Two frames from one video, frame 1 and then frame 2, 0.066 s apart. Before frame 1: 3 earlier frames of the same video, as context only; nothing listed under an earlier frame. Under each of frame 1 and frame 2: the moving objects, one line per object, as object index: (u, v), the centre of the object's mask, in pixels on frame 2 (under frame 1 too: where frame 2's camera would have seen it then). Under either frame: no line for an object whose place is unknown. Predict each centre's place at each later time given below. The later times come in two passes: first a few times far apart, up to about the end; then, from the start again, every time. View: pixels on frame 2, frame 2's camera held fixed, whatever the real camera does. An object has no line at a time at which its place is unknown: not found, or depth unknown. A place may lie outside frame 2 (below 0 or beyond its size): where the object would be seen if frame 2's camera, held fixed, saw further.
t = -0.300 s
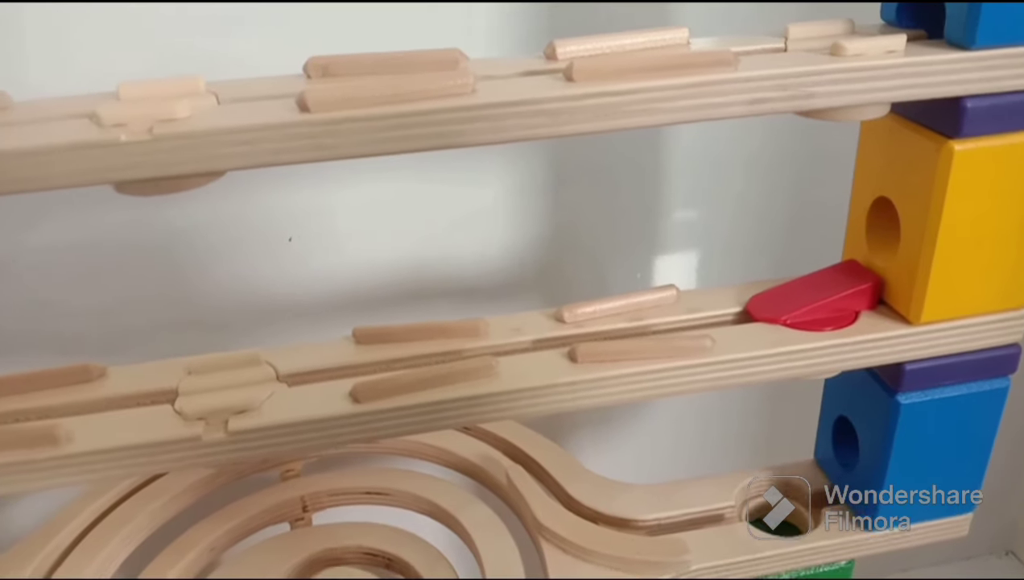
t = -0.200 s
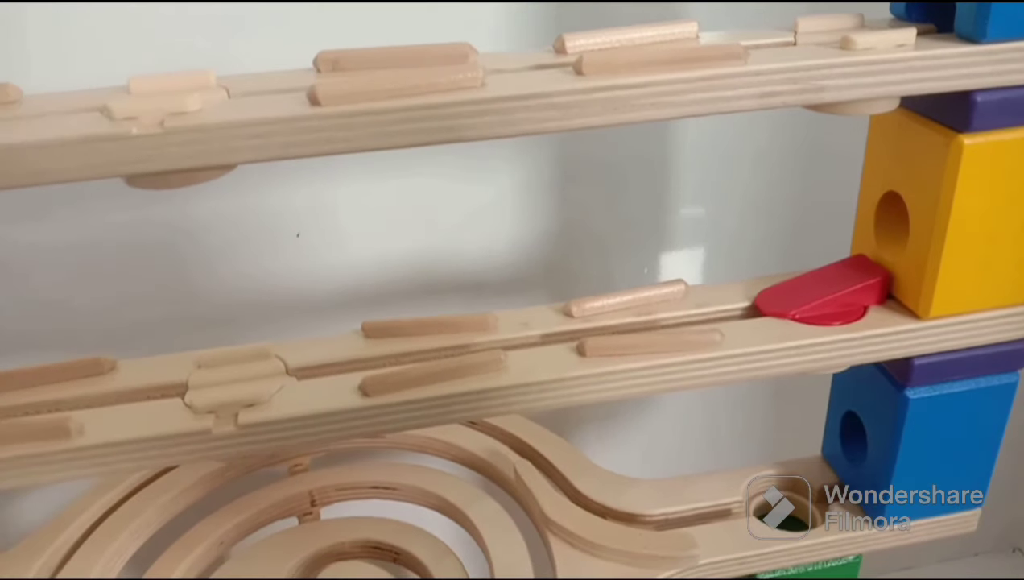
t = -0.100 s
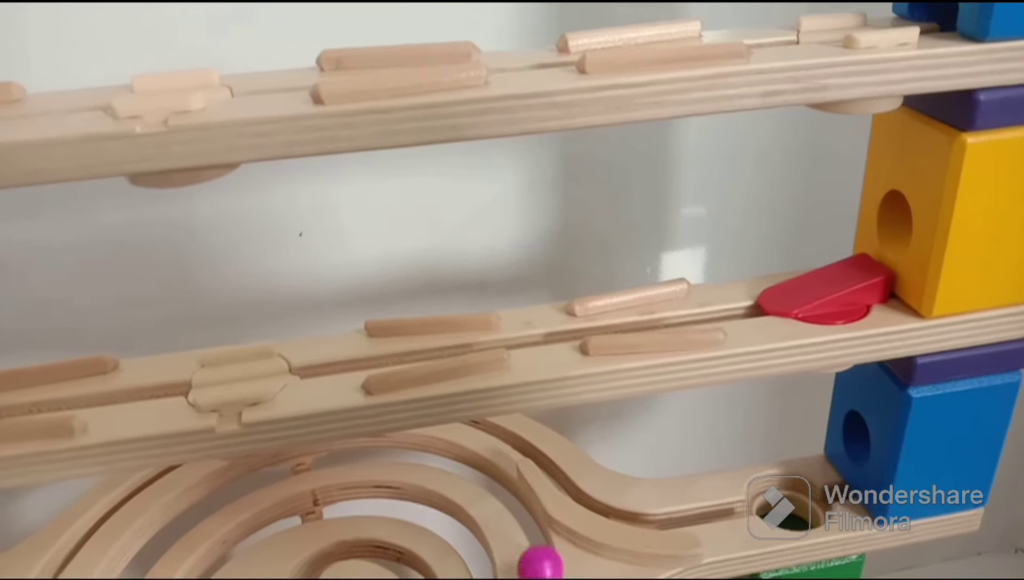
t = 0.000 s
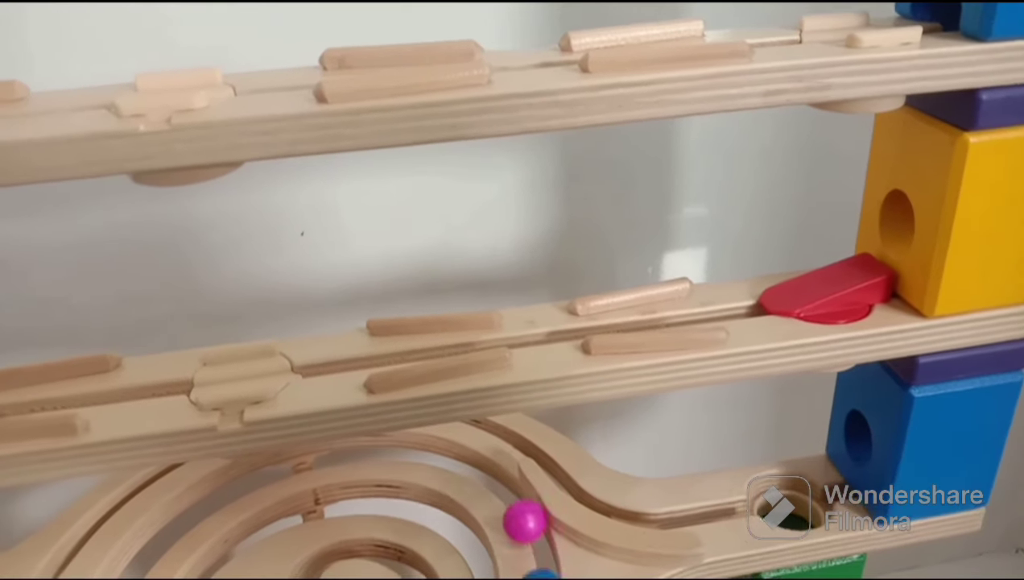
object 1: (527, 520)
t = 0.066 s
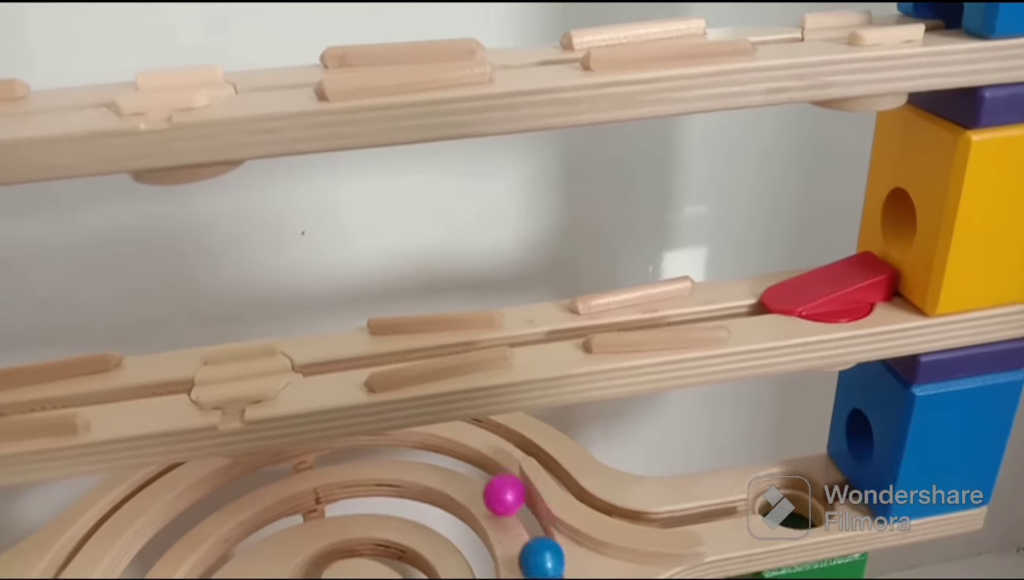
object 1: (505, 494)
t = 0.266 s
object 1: (410, 447)
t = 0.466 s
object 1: (266, 471)
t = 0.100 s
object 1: (493, 482)
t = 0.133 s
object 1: (481, 470)
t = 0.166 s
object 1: (465, 461)
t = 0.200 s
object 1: (448, 455)
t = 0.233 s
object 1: (430, 450)
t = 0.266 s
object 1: (410, 447)
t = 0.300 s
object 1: (389, 446)
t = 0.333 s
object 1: (367, 449)
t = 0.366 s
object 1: (344, 452)
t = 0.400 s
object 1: (317, 457)
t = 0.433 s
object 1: (293, 462)
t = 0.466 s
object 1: (266, 471)
